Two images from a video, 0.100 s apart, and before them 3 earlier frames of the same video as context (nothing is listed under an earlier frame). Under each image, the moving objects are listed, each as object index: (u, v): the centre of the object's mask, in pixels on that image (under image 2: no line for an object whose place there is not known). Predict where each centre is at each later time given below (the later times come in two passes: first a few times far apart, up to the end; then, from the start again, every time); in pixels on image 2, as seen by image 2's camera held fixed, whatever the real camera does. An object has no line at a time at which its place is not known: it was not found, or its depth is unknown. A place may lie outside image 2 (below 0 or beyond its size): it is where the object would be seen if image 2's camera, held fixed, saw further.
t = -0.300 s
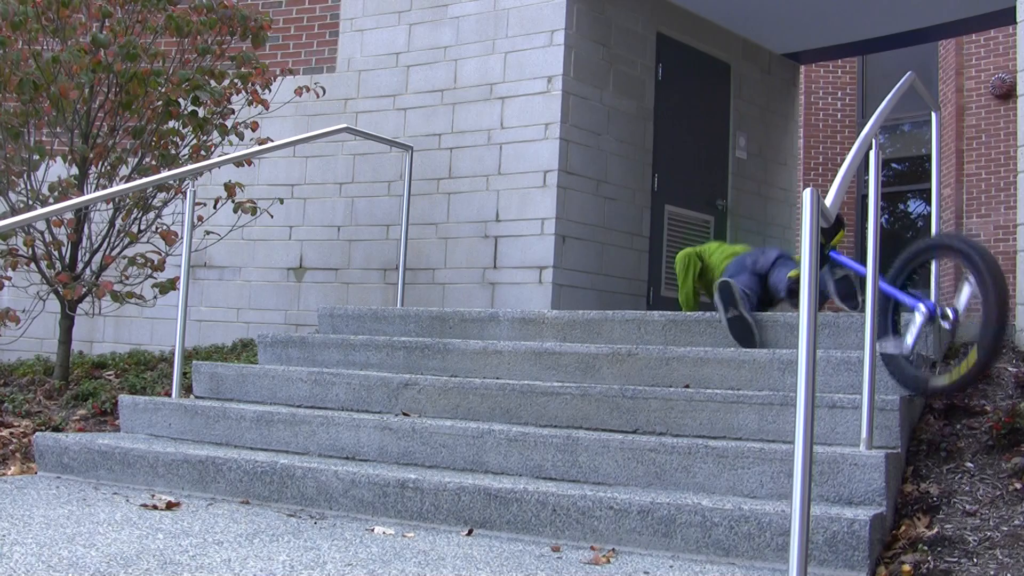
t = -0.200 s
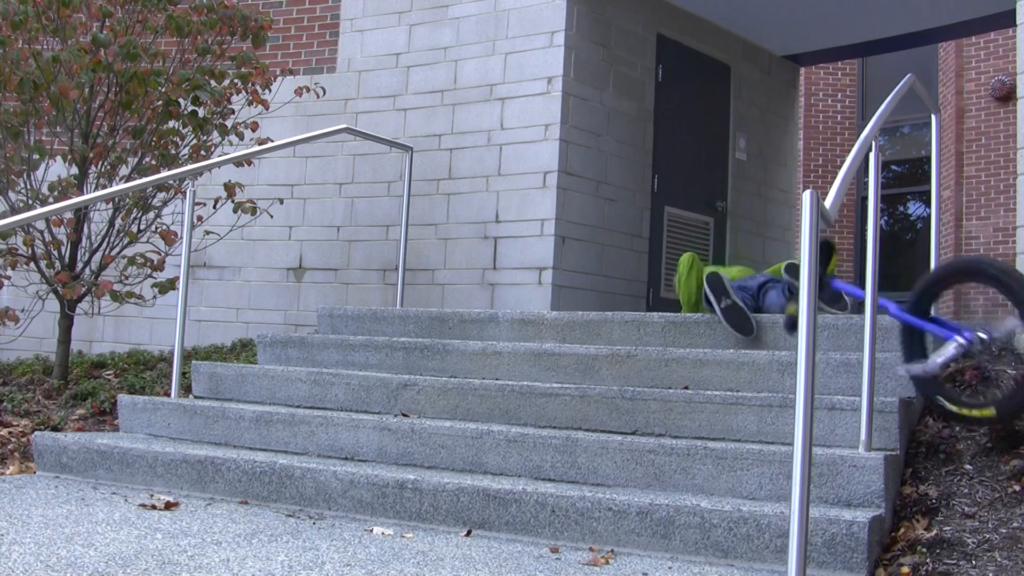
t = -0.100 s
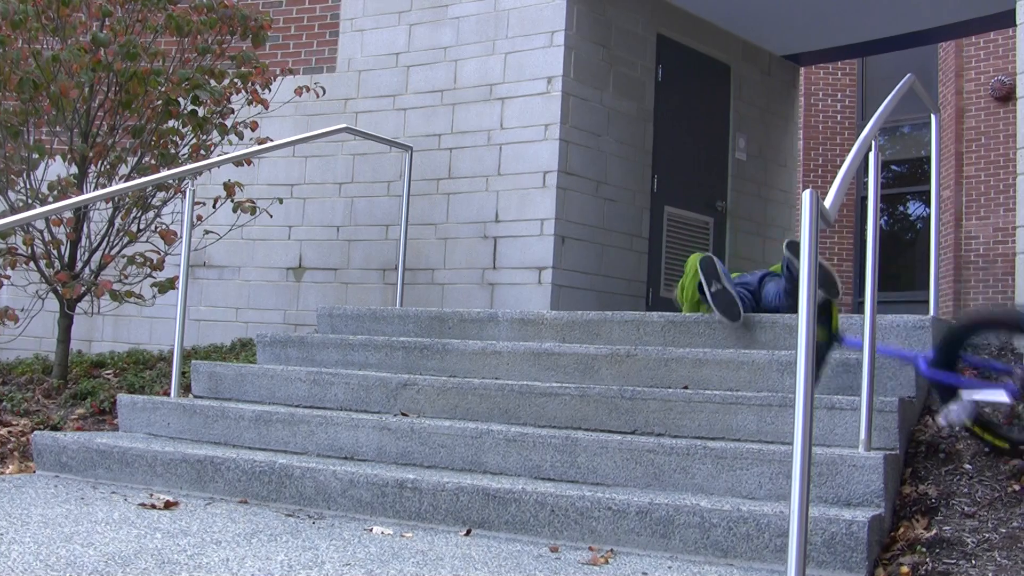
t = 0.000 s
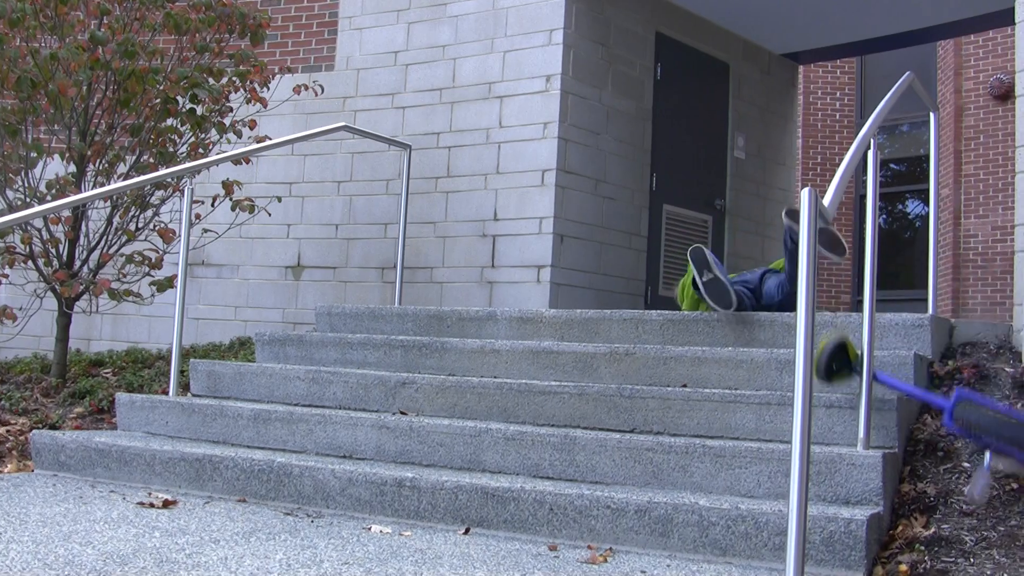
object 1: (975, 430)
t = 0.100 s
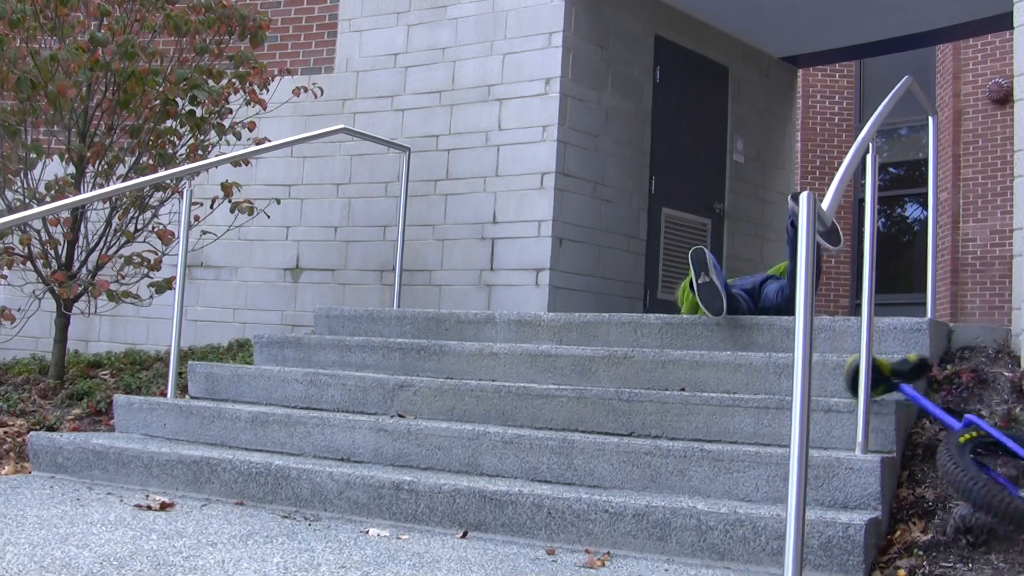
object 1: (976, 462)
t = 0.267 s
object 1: (986, 478)
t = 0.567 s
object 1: (997, 479)
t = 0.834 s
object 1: (1002, 482)
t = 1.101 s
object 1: (1008, 467)
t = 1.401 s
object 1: (1012, 466)
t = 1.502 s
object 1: (1013, 466)
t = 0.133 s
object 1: (977, 469)
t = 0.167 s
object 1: (979, 471)
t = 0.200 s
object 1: (981, 475)
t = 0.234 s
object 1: (984, 478)
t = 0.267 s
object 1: (986, 478)
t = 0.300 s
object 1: (987, 479)
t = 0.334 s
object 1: (989, 478)
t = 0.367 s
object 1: (991, 478)
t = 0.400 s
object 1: (993, 478)
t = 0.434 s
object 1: (994, 478)
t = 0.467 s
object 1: (995, 478)
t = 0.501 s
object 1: (995, 478)
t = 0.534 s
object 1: (996, 479)
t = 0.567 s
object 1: (997, 479)
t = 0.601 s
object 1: (997, 480)
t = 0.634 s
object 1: (999, 480)
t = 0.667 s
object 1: (999, 480)
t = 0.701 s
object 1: (1000, 480)
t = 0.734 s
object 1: (1000, 480)
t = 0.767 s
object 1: (1001, 481)
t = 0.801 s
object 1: (1001, 482)
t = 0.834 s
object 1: (1002, 482)
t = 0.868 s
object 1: (1002, 482)
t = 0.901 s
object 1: (1003, 482)
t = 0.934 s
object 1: (1003, 482)
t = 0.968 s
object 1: (1004, 483)
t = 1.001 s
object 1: (1004, 483)
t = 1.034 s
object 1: (1005, 483)
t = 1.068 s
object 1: (1006, 483)
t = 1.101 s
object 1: (1008, 467)
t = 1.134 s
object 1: (1009, 467)
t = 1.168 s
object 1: (1009, 467)
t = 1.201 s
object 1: (1010, 467)
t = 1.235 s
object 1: (1010, 467)
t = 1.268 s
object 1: (1011, 467)
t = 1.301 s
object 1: (1011, 467)
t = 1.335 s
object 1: (1012, 467)
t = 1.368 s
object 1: (1012, 466)
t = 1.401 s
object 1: (1012, 466)
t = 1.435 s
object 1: (1013, 466)
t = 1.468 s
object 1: (1013, 466)
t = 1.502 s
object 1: (1013, 466)
